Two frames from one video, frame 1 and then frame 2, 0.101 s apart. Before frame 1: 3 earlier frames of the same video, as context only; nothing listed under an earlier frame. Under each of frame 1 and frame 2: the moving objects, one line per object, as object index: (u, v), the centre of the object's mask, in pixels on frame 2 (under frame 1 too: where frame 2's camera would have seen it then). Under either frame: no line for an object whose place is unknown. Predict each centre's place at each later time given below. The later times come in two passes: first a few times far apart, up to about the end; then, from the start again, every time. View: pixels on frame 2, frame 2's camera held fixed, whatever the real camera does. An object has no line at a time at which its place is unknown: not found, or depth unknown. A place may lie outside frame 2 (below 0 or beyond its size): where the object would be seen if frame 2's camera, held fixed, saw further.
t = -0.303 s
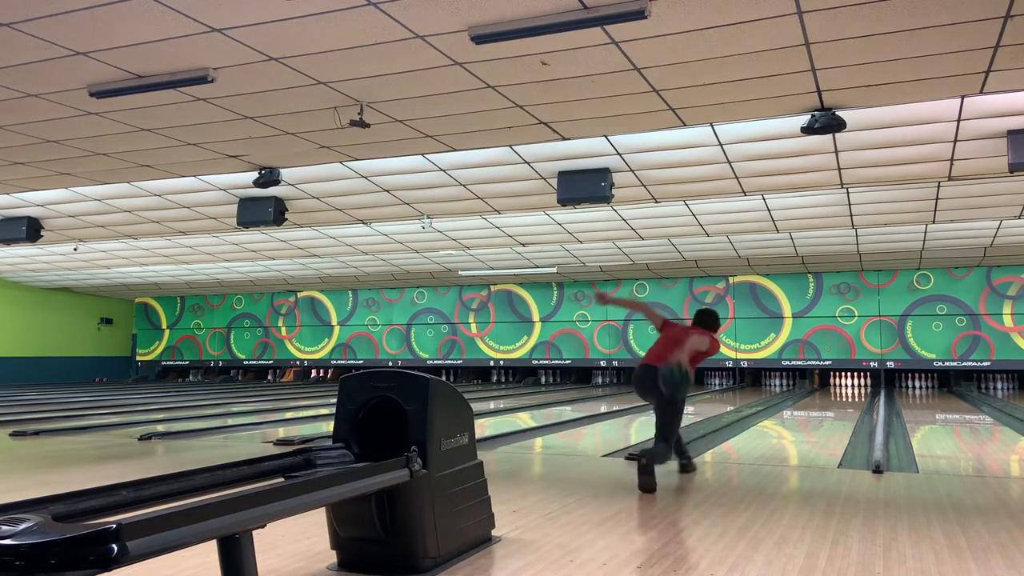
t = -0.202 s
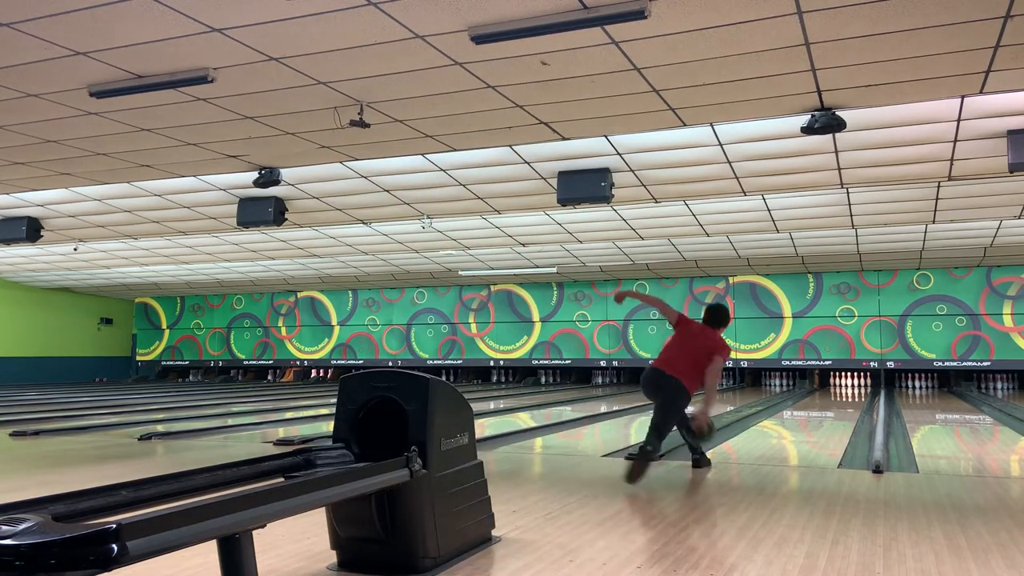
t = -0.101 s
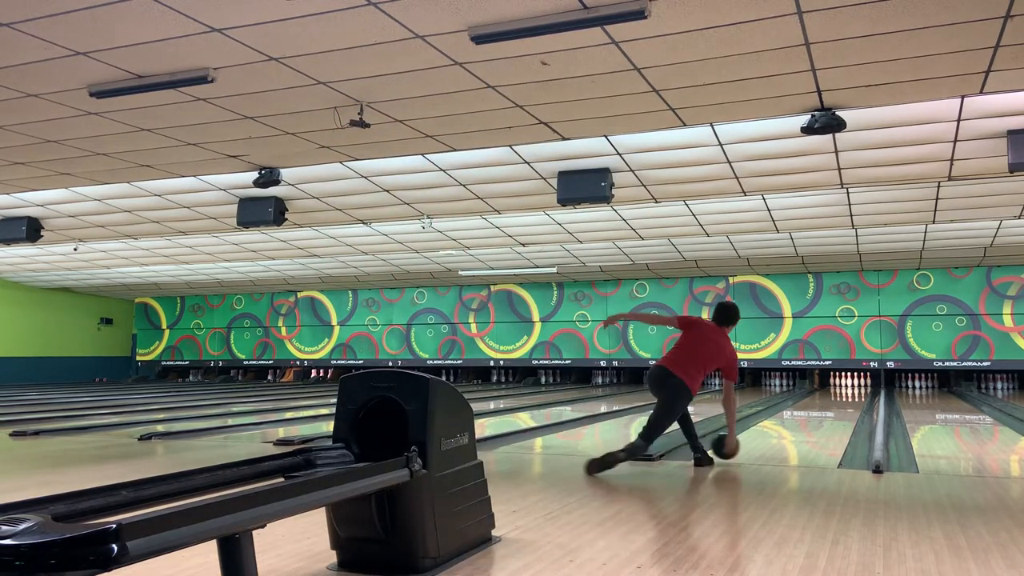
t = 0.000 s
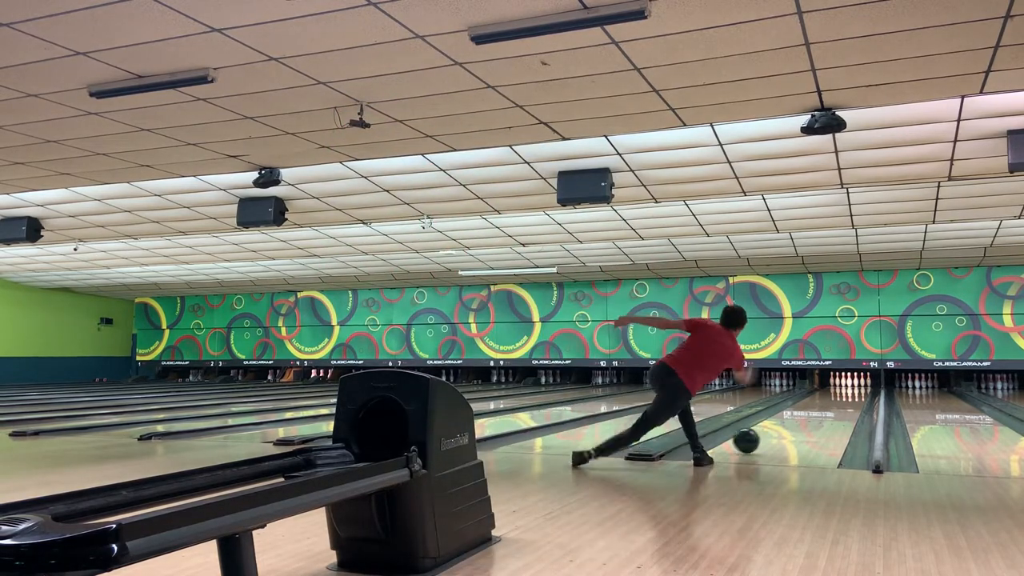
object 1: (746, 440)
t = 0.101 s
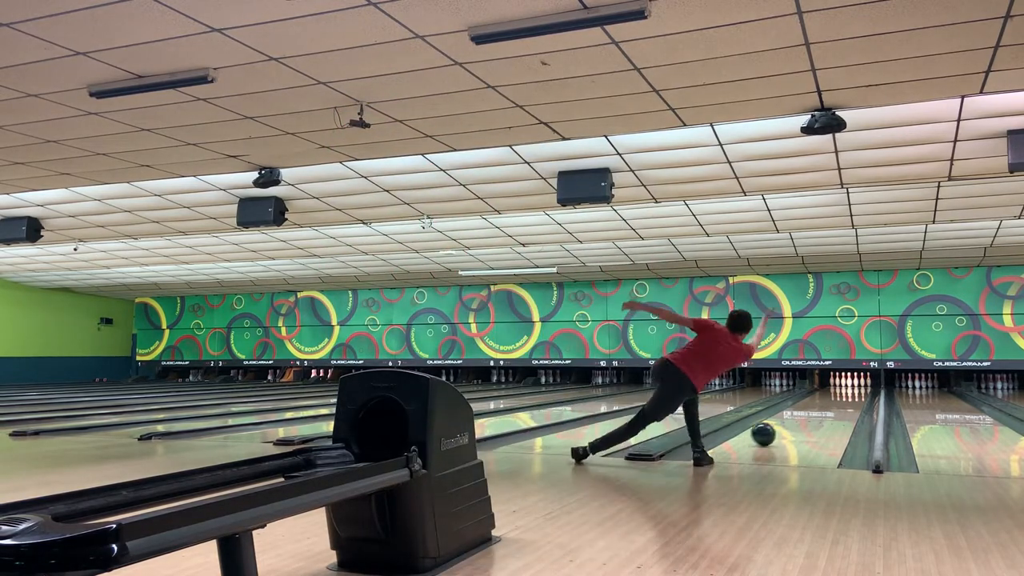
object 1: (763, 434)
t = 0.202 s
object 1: (778, 428)
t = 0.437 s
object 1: (804, 416)
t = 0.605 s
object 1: (822, 409)
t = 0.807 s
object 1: (835, 404)
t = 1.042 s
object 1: (846, 399)
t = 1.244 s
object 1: (852, 395)
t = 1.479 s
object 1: (860, 392)
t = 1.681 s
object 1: (862, 388)
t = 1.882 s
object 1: (862, 387)
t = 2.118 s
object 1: (858, 385)
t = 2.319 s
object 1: (854, 384)
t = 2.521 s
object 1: (853, 382)
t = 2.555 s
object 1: (855, 382)
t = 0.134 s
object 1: (768, 432)
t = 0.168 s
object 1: (773, 430)
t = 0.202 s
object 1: (778, 428)
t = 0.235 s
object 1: (782, 426)
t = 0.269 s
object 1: (786, 424)
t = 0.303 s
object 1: (790, 422)
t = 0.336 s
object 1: (793, 421)
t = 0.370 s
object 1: (797, 419)
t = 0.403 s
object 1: (800, 418)
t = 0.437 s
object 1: (804, 416)
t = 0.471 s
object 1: (807, 416)
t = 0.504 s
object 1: (810, 414)
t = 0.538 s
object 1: (815, 412)
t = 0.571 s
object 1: (820, 410)
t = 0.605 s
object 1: (822, 409)
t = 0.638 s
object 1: (825, 408)
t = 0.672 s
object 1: (827, 407)
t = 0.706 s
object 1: (829, 406)
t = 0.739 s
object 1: (831, 405)
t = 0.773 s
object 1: (833, 404)
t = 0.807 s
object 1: (835, 404)
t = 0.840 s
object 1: (836, 403)
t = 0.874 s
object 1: (838, 402)
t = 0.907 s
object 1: (839, 402)
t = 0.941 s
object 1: (840, 401)
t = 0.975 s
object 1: (843, 400)
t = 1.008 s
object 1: (844, 399)
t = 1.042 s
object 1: (846, 399)
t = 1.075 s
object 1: (846, 398)
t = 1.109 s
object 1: (848, 397)
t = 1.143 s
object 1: (850, 397)
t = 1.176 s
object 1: (851, 396)
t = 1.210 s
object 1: (851, 396)
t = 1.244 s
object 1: (852, 395)
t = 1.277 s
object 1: (854, 394)
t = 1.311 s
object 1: (855, 394)
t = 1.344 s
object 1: (856, 394)
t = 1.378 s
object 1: (857, 394)
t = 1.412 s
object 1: (858, 393)
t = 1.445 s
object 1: (858, 392)
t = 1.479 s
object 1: (860, 392)
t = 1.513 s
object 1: (859, 392)
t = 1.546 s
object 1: (860, 390)
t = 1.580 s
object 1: (861, 390)
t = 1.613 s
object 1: (862, 389)
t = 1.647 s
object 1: (862, 389)
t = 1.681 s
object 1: (862, 388)
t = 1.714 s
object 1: (862, 388)
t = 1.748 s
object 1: (862, 388)
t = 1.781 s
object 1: (862, 388)
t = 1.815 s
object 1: (862, 387)
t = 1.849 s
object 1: (862, 387)
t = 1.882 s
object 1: (862, 387)
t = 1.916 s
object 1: (862, 387)
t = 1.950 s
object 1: (862, 387)
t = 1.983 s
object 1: (861, 386)
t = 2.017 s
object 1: (860, 386)
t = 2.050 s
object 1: (860, 385)
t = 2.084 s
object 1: (859, 385)
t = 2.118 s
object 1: (858, 385)
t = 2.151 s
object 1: (857, 385)
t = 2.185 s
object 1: (856, 384)
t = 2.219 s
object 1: (856, 384)
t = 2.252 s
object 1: (855, 384)
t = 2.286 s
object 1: (855, 384)
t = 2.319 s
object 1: (854, 384)
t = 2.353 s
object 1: (854, 384)
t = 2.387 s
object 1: (853, 384)
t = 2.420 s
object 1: (853, 383)
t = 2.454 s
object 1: (853, 383)
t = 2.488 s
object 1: (852, 383)
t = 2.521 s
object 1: (853, 382)
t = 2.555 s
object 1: (855, 382)
